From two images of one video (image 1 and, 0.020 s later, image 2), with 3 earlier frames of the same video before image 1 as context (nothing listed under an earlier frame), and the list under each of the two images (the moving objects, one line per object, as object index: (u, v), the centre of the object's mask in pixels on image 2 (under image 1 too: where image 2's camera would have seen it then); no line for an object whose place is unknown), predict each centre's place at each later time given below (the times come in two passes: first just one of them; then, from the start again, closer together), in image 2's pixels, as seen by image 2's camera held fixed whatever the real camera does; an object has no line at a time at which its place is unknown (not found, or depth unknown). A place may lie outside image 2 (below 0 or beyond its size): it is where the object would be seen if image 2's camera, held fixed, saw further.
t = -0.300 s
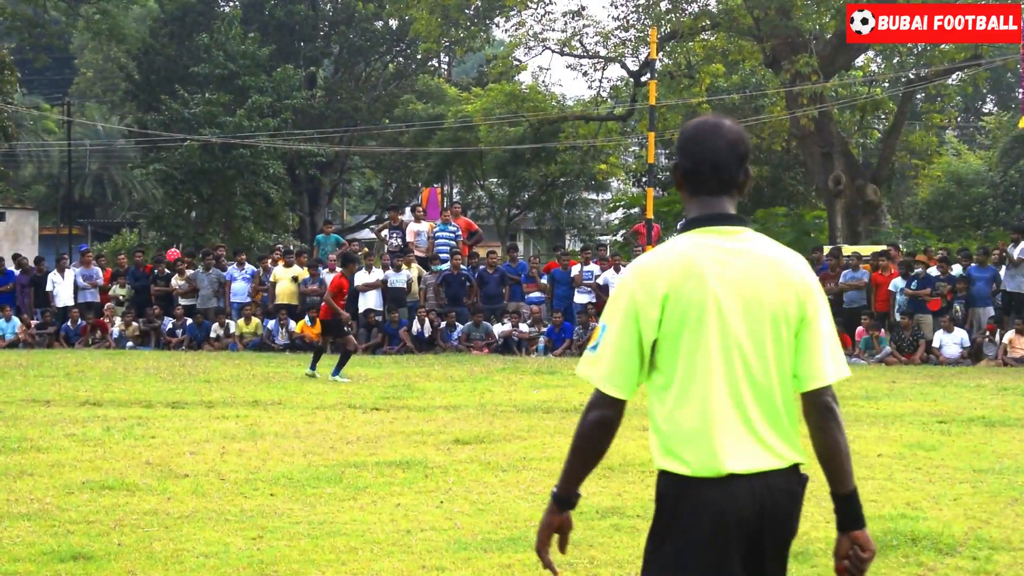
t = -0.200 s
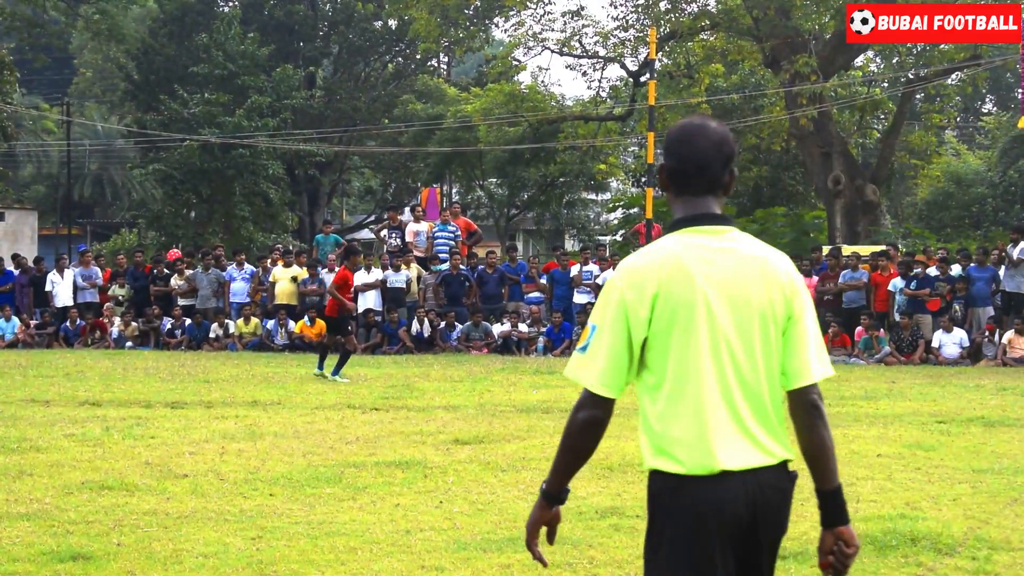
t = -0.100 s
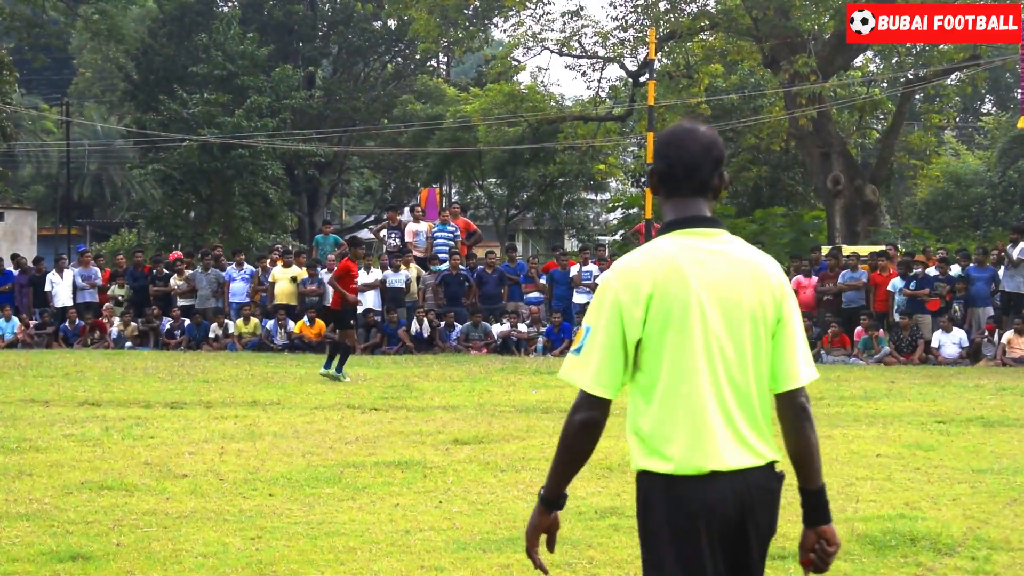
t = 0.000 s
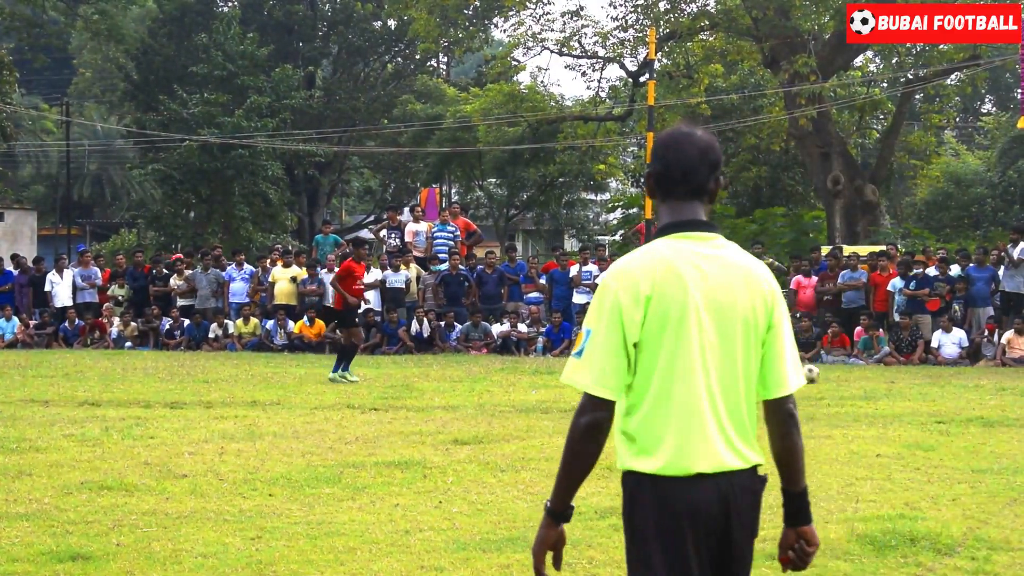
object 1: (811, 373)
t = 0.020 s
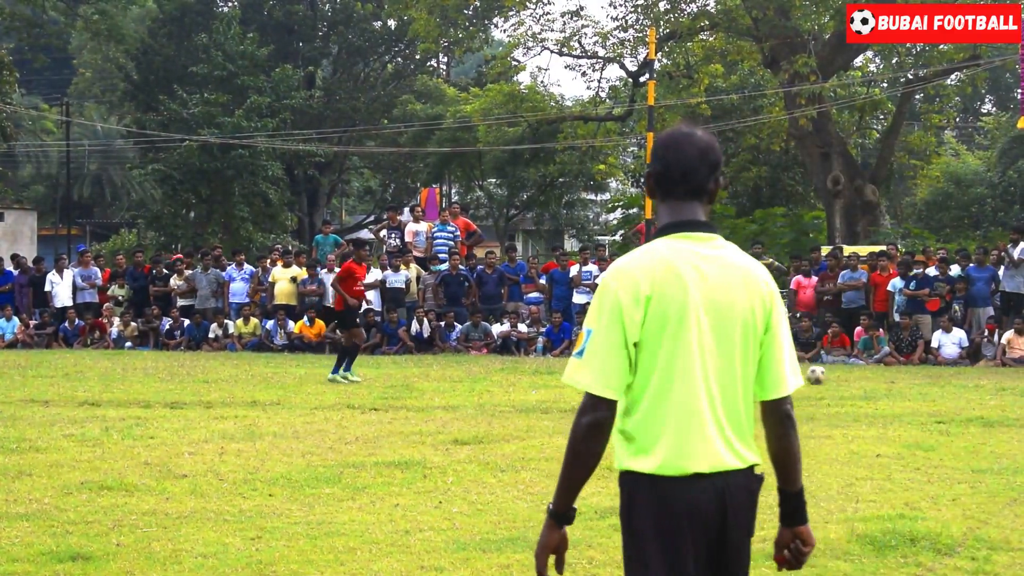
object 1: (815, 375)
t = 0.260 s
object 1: (890, 379)
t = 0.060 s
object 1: (829, 377)
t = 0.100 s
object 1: (842, 379)
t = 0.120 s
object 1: (849, 380)
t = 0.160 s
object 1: (860, 379)
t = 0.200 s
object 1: (872, 377)
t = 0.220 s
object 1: (878, 378)
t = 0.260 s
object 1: (890, 379)
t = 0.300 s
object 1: (901, 382)
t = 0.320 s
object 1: (908, 385)
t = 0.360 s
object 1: (920, 390)
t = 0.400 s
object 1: (932, 389)
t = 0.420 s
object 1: (938, 388)
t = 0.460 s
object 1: (951, 388)
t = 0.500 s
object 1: (963, 390)
